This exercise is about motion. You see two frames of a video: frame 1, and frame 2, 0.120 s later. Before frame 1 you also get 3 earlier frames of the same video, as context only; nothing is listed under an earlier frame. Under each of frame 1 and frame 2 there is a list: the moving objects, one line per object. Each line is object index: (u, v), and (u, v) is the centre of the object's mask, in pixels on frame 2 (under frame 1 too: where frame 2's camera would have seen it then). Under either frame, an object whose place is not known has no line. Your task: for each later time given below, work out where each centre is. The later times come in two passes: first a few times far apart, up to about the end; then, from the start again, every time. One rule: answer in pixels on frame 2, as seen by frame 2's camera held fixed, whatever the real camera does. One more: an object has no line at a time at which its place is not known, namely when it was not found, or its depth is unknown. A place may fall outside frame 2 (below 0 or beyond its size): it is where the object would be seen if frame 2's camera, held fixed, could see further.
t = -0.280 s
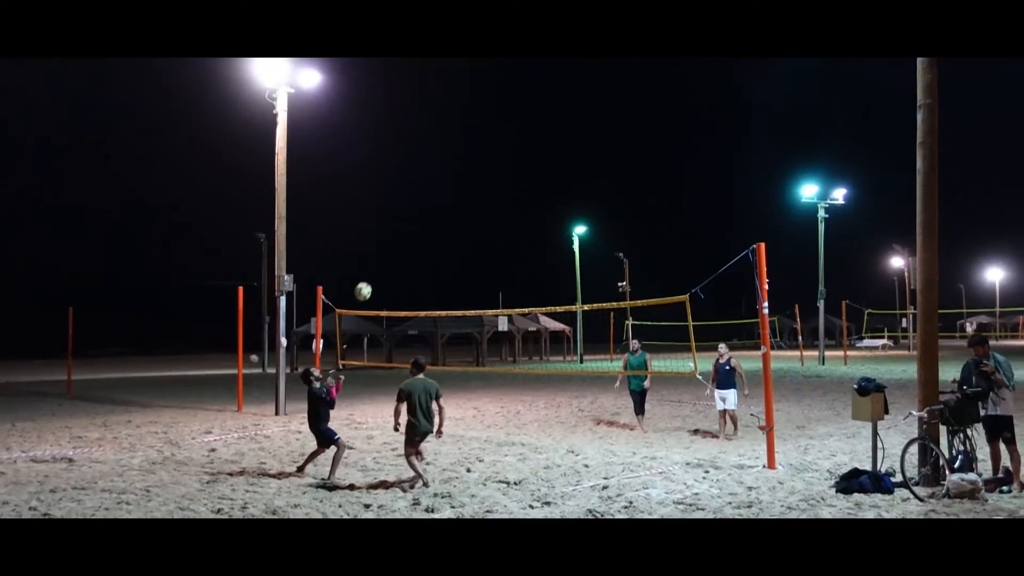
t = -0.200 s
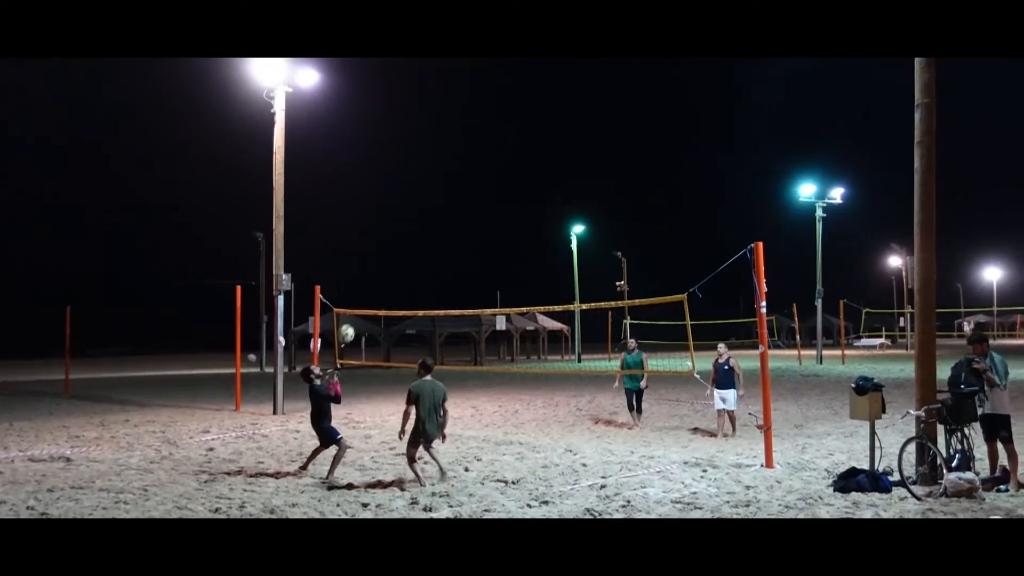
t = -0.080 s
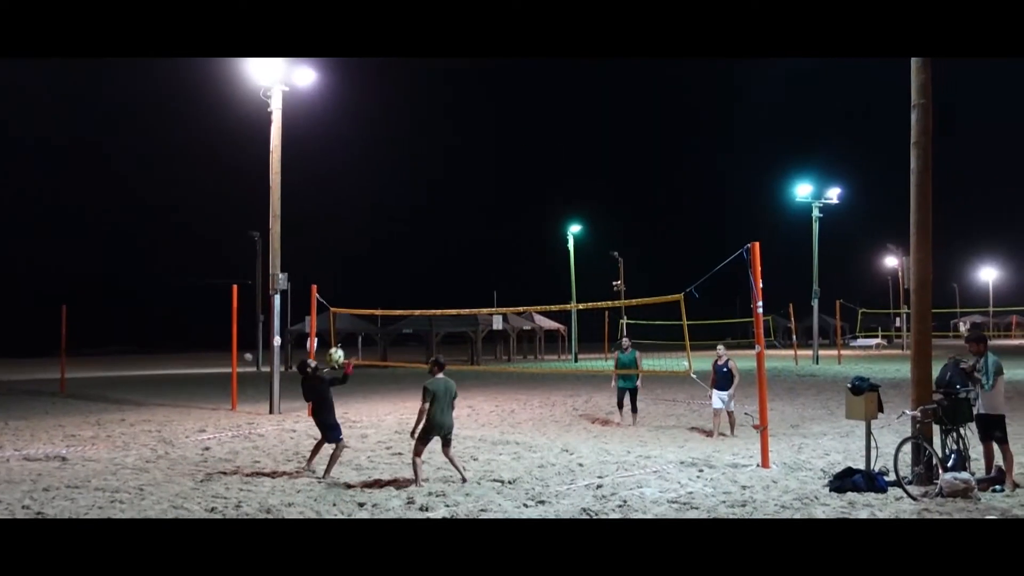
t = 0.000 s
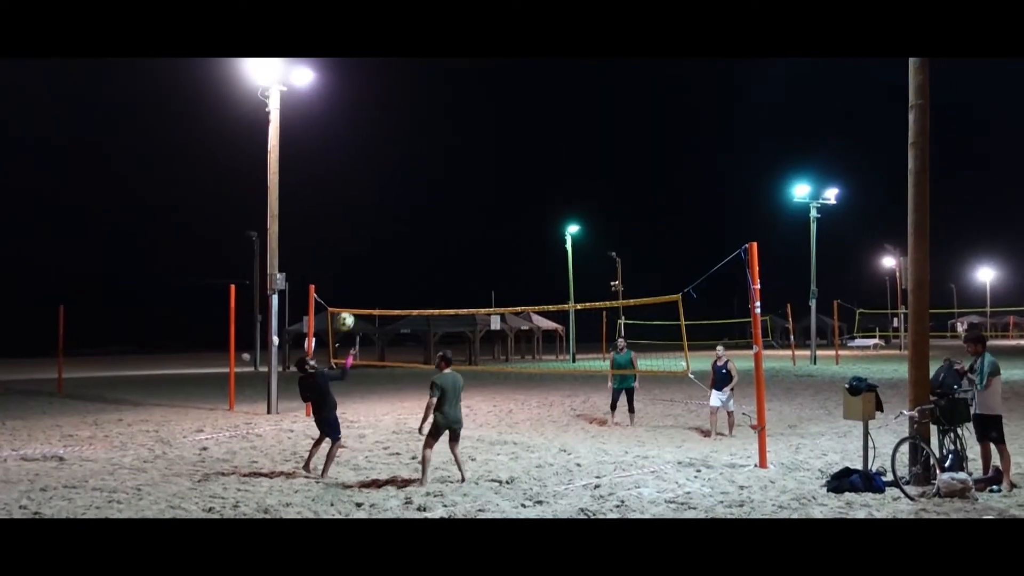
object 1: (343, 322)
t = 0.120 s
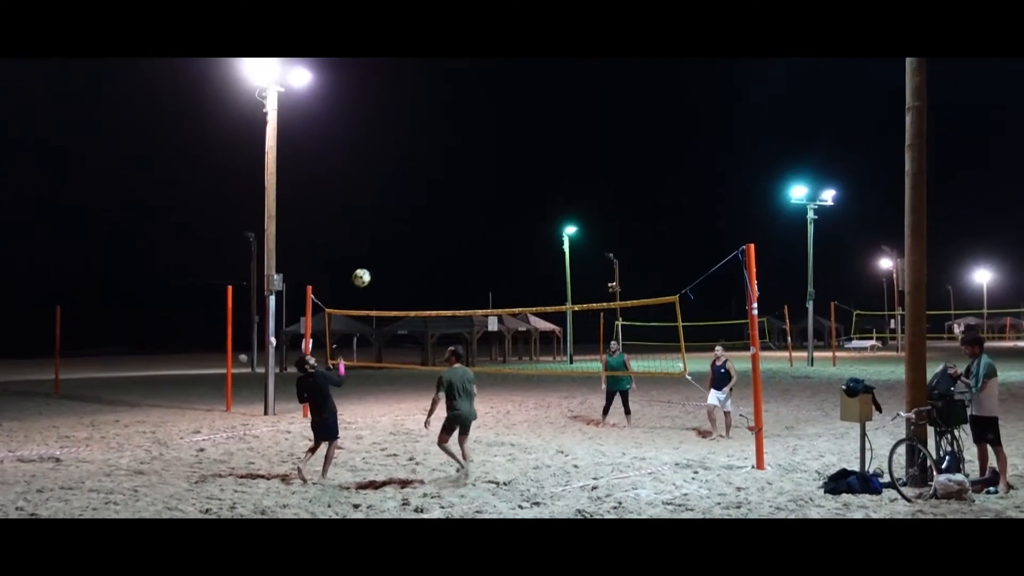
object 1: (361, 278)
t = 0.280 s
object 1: (387, 234)
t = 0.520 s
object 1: (428, 201)
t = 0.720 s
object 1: (463, 207)
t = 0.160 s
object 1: (368, 265)
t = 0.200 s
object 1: (374, 253)
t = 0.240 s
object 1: (380, 243)
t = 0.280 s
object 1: (387, 234)
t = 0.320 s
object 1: (394, 225)
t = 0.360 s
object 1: (400, 218)
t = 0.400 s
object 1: (407, 212)
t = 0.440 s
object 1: (414, 207)
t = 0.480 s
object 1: (421, 204)
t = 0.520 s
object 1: (428, 201)
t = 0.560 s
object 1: (434, 200)
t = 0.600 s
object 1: (441, 200)
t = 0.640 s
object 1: (449, 201)
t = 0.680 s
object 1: (456, 203)
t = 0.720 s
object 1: (463, 207)
